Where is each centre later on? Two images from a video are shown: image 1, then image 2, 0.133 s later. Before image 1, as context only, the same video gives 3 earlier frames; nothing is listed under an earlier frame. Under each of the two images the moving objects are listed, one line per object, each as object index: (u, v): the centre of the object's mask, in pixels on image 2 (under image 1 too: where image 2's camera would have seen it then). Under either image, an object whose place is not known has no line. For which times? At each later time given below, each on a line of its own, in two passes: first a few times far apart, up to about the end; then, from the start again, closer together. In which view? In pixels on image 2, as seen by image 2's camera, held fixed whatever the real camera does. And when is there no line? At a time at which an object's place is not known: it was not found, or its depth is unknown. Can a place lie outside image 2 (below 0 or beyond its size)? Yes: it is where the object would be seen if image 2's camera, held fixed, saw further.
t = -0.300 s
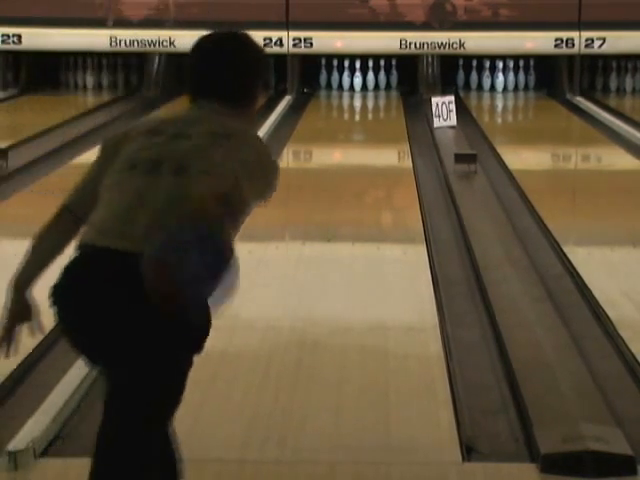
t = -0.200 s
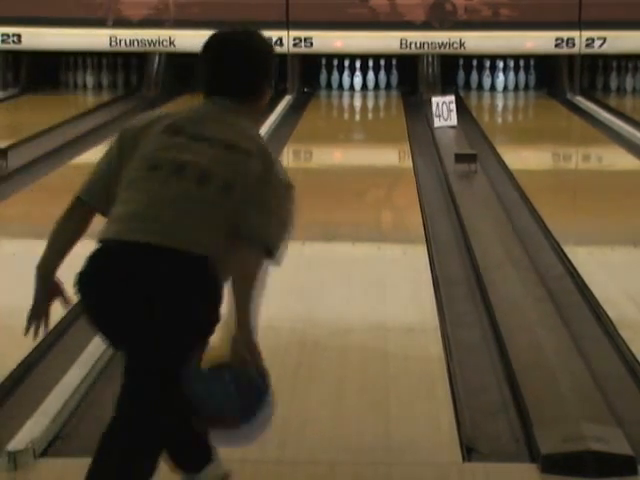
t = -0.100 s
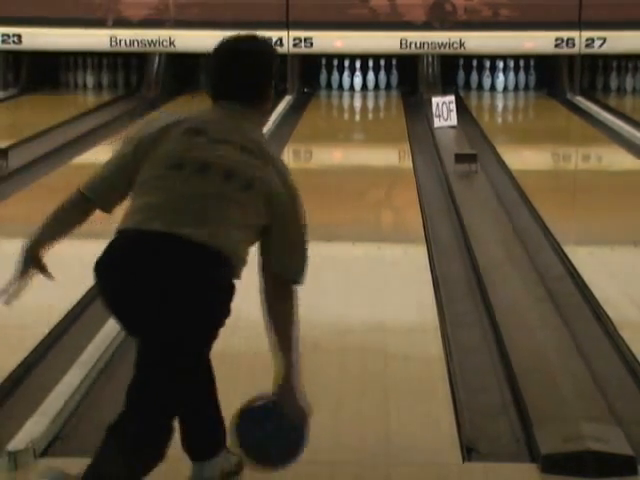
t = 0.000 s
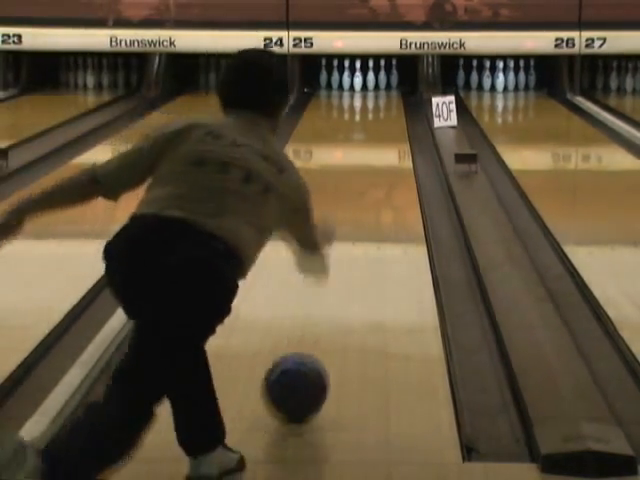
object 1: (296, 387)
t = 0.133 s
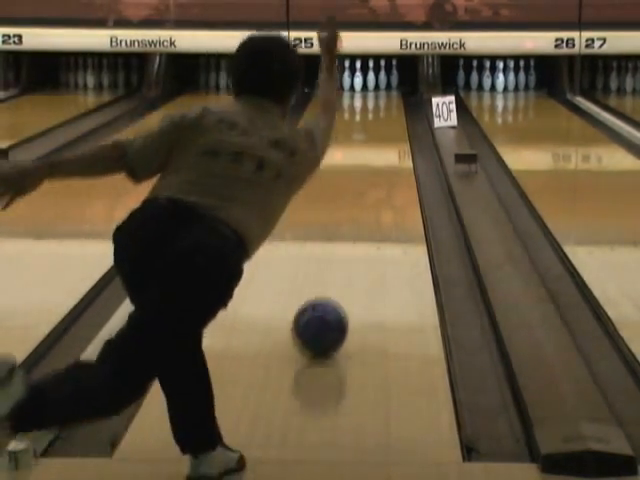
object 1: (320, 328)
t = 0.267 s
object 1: (338, 283)
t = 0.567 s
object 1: (365, 217)
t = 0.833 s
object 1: (379, 178)
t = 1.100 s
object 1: (388, 150)
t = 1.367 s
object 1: (394, 131)
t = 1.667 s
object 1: (393, 114)
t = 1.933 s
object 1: (387, 102)
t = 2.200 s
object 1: (378, 92)
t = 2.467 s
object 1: (370, 85)
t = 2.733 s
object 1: (372, 80)
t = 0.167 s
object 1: (325, 315)
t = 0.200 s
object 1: (329, 304)
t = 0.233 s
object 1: (334, 293)
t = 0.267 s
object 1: (338, 283)
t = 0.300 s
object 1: (341, 274)
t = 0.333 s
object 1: (345, 265)
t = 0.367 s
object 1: (348, 257)
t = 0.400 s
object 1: (351, 249)
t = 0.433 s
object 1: (354, 242)
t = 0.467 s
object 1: (357, 235)
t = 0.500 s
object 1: (360, 229)
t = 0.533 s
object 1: (362, 223)
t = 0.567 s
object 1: (365, 217)
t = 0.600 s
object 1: (367, 211)
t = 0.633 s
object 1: (369, 206)
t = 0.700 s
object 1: (373, 196)
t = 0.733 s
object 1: (374, 192)
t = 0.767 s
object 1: (376, 188)
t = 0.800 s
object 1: (378, 183)
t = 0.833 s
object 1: (379, 178)
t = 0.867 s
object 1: (380, 174)
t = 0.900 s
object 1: (382, 170)
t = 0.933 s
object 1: (383, 167)
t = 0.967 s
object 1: (384, 163)
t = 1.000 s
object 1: (385, 160)
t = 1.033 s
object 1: (386, 157)
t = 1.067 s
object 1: (387, 154)
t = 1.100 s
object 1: (388, 150)
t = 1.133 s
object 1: (389, 148)
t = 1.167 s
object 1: (390, 145)
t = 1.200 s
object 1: (391, 143)
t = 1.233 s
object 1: (391, 140)
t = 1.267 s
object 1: (392, 138)
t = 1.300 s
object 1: (393, 136)
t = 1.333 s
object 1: (393, 133)
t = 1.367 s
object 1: (394, 131)
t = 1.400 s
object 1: (394, 129)
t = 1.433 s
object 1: (394, 127)
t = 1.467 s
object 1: (394, 125)
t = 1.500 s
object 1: (393, 123)
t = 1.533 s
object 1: (394, 121)
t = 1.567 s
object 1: (394, 119)
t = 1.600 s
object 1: (393, 118)
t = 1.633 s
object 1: (393, 117)
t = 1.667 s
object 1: (393, 114)
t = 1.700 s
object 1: (392, 111)
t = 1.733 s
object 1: (391, 110)
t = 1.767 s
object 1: (391, 108)
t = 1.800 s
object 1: (391, 107)
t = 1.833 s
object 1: (390, 106)
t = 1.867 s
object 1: (390, 104)
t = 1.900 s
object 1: (389, 102)
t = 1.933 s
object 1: (387, 102)
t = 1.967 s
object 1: (387, 100)
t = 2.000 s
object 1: (386, 99)
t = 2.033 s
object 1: (385, 98)
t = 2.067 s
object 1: (384, 97)
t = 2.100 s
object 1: (381, 95)
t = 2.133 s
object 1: (381, 94)
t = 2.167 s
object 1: (380, 93)
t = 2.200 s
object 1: (378, 92)
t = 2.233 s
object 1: (377, 91)
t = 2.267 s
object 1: (375, 90)
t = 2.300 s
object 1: (374, 89)
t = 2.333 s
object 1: (373, 89)
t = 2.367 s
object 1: (372, 88)
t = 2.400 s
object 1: (371, 86)
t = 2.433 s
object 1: (370, 86)
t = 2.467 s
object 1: (370, 85)
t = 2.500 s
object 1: (368, 84)
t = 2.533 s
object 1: (368, 84)
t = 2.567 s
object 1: (370, 84)
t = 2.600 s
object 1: (369, 83)
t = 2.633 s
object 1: (372, 81)
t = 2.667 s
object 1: (370, 81)
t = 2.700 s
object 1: (371, 81)
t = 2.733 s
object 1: (372, 80)
